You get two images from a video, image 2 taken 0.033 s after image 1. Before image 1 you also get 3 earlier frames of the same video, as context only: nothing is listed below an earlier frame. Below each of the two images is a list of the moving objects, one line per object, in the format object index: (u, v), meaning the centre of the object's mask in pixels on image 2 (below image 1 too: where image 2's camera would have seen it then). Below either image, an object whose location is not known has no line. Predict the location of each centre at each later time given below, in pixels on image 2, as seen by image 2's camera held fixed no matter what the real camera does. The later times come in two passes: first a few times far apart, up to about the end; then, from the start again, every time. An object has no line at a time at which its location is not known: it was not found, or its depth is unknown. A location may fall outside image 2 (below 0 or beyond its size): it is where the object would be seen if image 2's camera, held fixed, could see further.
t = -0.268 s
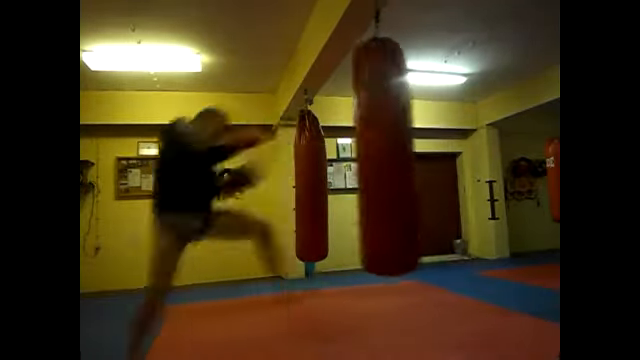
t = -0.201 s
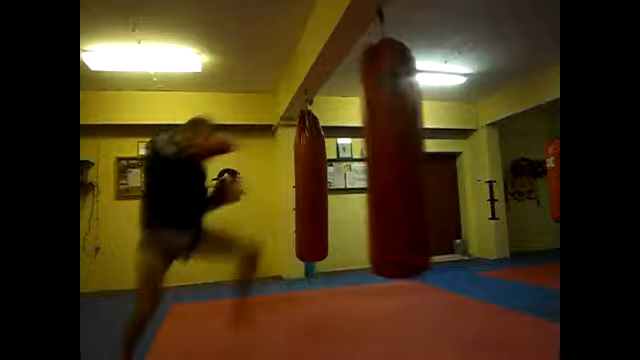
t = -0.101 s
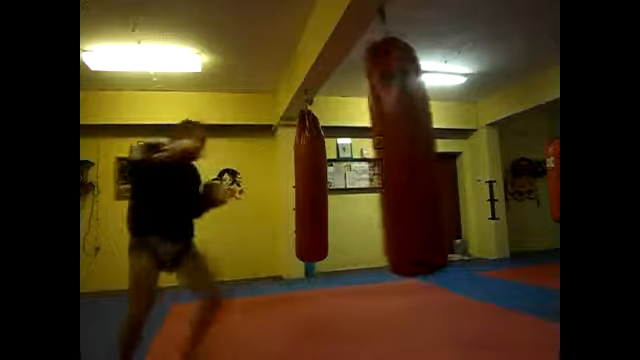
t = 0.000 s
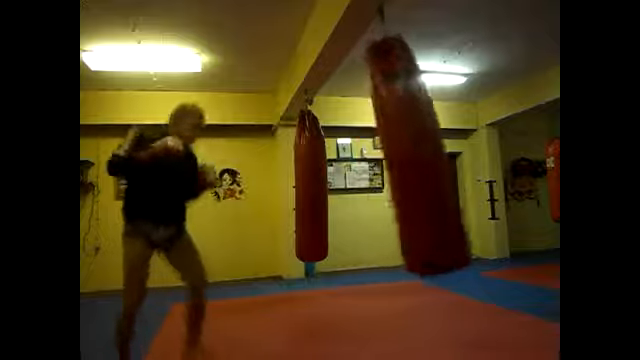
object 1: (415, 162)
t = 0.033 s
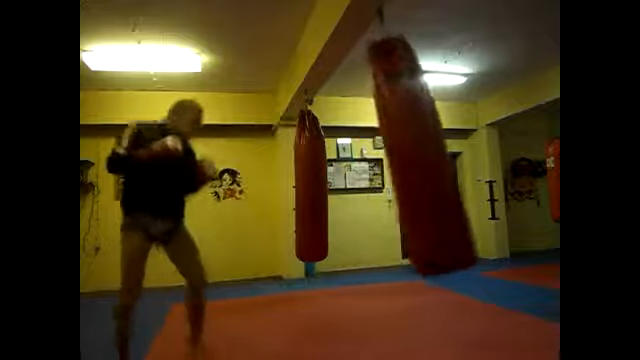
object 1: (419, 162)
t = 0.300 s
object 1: (432, 157)
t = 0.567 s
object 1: (428, 156)
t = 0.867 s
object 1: (402, 158)
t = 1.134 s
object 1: (374, 158)
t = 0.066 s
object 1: (422, 161)
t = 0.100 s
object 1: (424, 160)
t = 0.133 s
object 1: (427, 159)
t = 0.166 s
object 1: (429, 158)
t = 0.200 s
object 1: (431, 159)
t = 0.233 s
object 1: (432, 159)
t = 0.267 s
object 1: (432, 160)
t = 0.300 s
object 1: (432, 157)
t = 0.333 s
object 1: (432, 157)
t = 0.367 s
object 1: (432, 157)
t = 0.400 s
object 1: (432, 157)
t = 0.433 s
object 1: (432, 156)
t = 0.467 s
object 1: (431, 156)
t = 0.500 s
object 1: (430, 156)
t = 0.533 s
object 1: (429, 155)
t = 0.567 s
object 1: (428, 156)
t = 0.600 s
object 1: (426, 157)
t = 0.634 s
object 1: (423, 158)
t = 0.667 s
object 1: (419, 158)
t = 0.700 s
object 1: (417, 158)
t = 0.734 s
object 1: (414, 158)
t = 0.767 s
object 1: (411, 158)
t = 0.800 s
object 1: (407, 157)
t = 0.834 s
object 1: (404, 157)
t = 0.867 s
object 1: (402, 158)
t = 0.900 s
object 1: (398, 159)
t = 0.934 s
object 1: (395, 160)
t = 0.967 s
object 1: (391, 160)
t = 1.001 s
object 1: (387, 159)
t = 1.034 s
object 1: (383, 159)
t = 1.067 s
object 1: (379, 159)
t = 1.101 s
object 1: (377, 159)
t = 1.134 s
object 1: (374, 158)
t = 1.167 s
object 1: (371, 158)
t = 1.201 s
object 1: (369, 157)
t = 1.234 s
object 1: (366, 157)
